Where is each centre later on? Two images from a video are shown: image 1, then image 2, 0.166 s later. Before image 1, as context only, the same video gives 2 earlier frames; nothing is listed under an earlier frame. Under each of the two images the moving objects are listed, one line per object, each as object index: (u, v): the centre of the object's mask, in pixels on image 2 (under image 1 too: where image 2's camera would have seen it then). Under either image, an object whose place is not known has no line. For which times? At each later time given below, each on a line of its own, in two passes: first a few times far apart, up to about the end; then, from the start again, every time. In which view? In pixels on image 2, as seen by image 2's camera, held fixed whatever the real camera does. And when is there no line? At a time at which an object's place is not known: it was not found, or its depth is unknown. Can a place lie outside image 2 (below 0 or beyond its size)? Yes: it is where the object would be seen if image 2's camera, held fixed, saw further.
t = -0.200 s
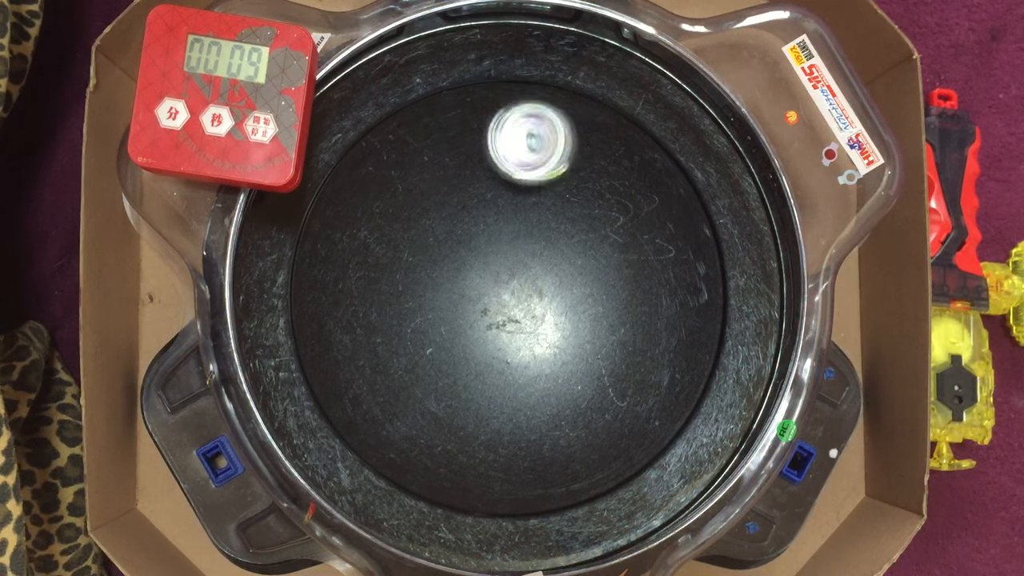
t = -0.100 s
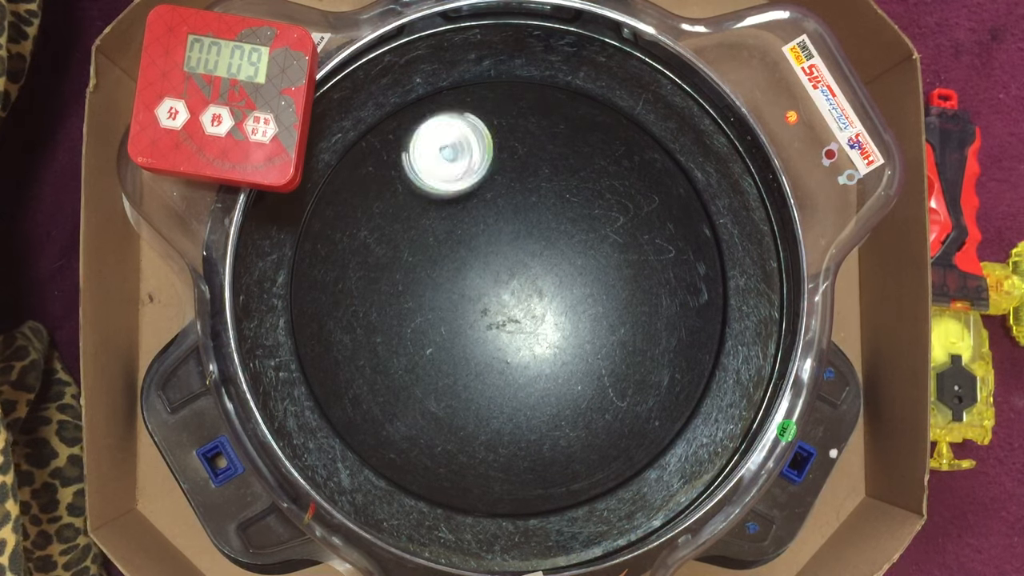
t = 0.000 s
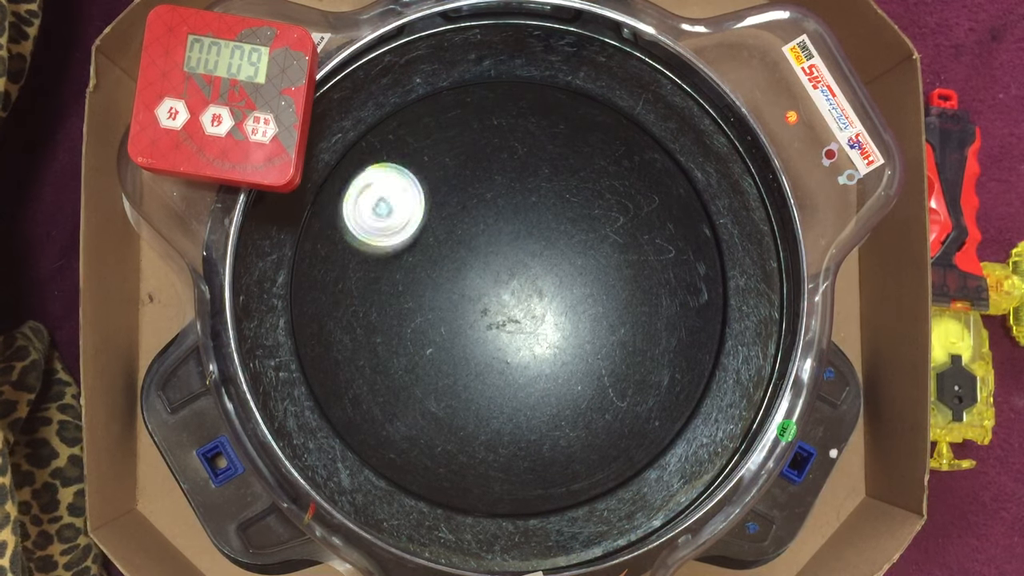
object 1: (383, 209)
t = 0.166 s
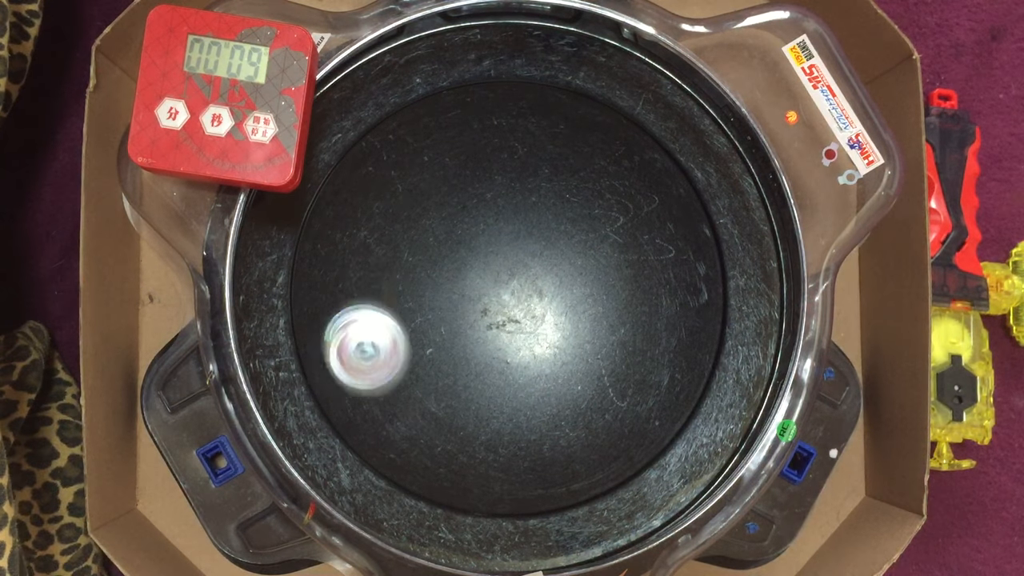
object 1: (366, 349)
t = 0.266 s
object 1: (418, 418)
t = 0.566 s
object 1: (639, 379)
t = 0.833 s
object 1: (609, 184)
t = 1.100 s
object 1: (409, 184)
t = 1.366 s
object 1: (389, 388)
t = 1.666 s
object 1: (612, 406)
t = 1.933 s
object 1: (631, 216)
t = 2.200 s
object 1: (449, 164)
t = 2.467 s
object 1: (374, 345)
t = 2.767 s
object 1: (573, 426)
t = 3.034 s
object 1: (646, 259)
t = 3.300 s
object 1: (496, 157)
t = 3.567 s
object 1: (371, 293)
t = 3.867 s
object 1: (522, 435)
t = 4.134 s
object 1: (644, 307)
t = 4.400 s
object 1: (541, 166)
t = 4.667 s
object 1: (385, 249)
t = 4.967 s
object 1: (478, 423)
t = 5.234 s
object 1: (631, 346)
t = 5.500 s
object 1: (578, 187)
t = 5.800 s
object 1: (400, 231)
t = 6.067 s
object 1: (437, 399)
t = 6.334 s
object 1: (603, 382)
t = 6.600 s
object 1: (609, 223)
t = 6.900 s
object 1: (435, 199)
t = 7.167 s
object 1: (405, 358)
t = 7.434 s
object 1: (560, 406)
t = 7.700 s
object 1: (626, 268)
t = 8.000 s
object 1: (483, 180)
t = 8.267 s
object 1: (393, 306)
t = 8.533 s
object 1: (510, 413)
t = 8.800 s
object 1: (624, 317)
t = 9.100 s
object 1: (530, 185)
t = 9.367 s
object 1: (402, 260)
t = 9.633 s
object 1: (463, 397)
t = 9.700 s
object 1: (501, 408)
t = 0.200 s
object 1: (379, 375)
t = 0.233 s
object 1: (397, 399)
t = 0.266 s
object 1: (418, 418)
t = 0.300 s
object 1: (442, 434)
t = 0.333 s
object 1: (469, 444)
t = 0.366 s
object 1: (498, 450)
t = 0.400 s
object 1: (526, 450)
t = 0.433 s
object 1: (554, 445)
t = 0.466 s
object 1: (580, 435)
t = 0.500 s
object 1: (604, 419)
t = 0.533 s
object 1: (623, 401)
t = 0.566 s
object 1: (639, 379)
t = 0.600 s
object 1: (651, 354)
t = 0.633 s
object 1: (658, 328)
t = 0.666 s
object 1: (661, 302)
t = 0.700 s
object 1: (660, 276)
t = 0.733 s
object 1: (653, 249)
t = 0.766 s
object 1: (642, 225)
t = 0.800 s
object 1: (627, 203)
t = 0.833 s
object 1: (609, 184)
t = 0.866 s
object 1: (587, 168)
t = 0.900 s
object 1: (562, 156)
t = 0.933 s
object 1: (536, 149)
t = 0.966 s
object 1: (509, 146)
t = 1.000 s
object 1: (482, 149)
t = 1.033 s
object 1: (455, 156)
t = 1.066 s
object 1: (432, 168)
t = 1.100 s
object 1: (409, 184)
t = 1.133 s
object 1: (390, 204)
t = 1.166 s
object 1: (375, 229)
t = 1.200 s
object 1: (364, 255)
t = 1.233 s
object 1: (359, 282)
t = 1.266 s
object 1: (358, 310)
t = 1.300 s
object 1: (364, 337)
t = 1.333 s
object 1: (375, 363)
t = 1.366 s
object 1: (389, 388)
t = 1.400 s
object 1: (409, 409)
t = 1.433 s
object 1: (432, 426)
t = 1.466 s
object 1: (458, 438)
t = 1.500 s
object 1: (486, 445)
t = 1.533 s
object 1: (512, 447)
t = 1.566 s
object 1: (540, 444)
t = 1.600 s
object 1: (567, 436)
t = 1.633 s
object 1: (591, 423)
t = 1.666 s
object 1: (612, 406)
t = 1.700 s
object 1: (629, 386)
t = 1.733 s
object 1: (642, 364)
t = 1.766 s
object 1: (650, 340)
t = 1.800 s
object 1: (654, 315)
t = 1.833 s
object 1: (655, 289)
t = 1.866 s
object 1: (651, 263)
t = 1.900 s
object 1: (644, 239)
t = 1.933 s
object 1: (631, 216)
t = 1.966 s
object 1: (616, 197)
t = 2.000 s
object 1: (596, 180)
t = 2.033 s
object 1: (575, 166)
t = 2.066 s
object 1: (551, 156)
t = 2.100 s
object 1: (525, 151)
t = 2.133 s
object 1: (500, 151)
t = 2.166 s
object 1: (474, 155)
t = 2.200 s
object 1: (449, 164)
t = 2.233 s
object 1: (426, 177)
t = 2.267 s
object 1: (406, 194)
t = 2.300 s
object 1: (389, 215)
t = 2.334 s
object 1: (376, 239)
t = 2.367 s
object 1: (368, 265)
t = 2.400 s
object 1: (365, 290)
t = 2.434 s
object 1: (367, 317)
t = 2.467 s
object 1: (374, 345)
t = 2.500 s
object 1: (386, 370)
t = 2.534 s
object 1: (402, 392)
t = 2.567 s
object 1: (421, 409)
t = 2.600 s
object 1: (445, 424)
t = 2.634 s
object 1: (470, 434)
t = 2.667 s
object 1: (496, 439)
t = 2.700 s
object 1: (521, 439)
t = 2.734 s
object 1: (548, 435)
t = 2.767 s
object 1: (573, 426)
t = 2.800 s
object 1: (595, 413)
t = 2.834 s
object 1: (614, 396)
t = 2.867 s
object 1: (627, 377)
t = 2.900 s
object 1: (640, 355)
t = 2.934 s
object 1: (648, 332)
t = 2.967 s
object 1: (651, 308)
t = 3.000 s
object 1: (650, 283)
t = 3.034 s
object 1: (646, 259)
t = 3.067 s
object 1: (637, 237)
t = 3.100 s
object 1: (625, 215)
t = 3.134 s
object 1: (609, 197)
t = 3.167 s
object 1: (590, 182)
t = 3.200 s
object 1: (568, 169)
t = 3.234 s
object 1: (546, 161)
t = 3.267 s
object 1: (522, 157)
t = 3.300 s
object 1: (496, 157)
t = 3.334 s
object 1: (473, 162)
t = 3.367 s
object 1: (449, 171)
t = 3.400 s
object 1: (427, 184)
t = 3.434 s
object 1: (408, 201)
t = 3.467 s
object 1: (393, 221)
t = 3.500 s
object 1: (381, 244)
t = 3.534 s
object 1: (374, 268)
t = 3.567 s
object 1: (371, 293)
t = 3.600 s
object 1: (373, 319)
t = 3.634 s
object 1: (380, 345)
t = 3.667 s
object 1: (392, 367)
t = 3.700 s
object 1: (407, 387)
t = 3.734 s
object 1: (427, 406)
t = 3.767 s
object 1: (447, 419)
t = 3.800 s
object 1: (471, 428)
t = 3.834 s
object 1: (497, 434)
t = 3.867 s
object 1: (522, 435)
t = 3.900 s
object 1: (545, 430)
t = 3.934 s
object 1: (569, 422)
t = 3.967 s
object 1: (591, 409)
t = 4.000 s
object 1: (608, 393)
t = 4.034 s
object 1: (623, 374)
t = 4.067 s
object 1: (634, 353)
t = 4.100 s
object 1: (640, 331)
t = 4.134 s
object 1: (644, 307)
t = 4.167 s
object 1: (644, 283)
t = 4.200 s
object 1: (639, 260)
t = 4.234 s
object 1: (631, 238)
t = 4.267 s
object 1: (619, 218)
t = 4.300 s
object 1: (603, 200)
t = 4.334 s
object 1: (584, 186)
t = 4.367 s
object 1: (564, 174)
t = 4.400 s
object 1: (541, 166)
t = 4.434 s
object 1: (518, 163)
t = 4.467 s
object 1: (494, 164)
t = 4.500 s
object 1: (470, 168)
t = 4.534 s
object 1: (448, 178)
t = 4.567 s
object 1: (428, 191)
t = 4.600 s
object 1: (410, 207)
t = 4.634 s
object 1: (395, 227)
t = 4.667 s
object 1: (385, 249)
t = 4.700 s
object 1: (378, 272)
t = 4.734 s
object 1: (376, 297)
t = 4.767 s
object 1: (379, 321)
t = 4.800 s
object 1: (387, 345)
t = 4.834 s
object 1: (399, 366)
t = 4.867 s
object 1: (414, 386)
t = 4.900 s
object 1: (433, 402)
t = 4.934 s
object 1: (454, 414)
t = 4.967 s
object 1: (478, 423)
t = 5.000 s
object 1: (501, 428)
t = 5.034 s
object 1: (525, 427)
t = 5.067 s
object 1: (549, 422)
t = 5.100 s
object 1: (570, 413)
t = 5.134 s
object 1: (589, 401)
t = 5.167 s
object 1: (607, 385)
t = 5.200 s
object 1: (621, 366)
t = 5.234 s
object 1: (631, 346)
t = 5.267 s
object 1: (637, 323)
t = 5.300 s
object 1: (640, 301)
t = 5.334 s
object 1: (639, 278)
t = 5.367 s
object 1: (634, 256)
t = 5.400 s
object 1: (624, 235)
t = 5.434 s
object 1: (613, 216)
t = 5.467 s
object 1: (597, 200)
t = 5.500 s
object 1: (578, 187)
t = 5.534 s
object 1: (558, 176)
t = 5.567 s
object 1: (537, 169)
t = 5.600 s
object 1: (514, 166)
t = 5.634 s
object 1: (492, 168)
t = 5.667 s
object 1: (470, 173)
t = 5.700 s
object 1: (449, 183)
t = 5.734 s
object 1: (430, 196)
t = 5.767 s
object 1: (413, 212)
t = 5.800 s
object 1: (400, 231)
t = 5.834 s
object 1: (390, 252)
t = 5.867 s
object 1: (384, 275)
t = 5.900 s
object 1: (383, 299)
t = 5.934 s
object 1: (386, 322)
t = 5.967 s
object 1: (393, 344)
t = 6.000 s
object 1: (405, 364)
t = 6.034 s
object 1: (419, 383)
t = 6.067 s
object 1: (437, 399)
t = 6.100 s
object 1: (457, 411)
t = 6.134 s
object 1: (479, 418)
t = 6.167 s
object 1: (502, 422)
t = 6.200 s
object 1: (525, 422)
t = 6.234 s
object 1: (547, 418)
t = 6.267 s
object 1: (568, 409)
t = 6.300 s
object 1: (587, 398)
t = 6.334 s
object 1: (603, 382)
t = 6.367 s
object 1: (617, 364)
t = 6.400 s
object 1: (627, 345)
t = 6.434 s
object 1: (632, 324)
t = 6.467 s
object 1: (635, 302)
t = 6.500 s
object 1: (634, 282)
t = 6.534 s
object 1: (629, 261)
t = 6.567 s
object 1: (621, 240)
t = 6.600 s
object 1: (609, 223)
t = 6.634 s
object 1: (595, 206)
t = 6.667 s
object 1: (578, 194)
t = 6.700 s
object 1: (558, 183)
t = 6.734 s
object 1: (537, 176)
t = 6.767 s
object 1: (517, 173)
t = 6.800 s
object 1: (494, 174)
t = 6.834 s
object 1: (473, 178)
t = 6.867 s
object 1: (454, 187)
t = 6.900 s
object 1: (435, 199)
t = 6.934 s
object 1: (419, 213)
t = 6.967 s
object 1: (405, 231)
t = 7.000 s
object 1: (395, 251)
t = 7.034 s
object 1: (388, 272)
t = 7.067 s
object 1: (386, 295)
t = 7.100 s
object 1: (388, 316)
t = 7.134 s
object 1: (395, 337)
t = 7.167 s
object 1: (405, 358)
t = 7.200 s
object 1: (418, 375)
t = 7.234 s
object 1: (434, 390)
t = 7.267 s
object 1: (453, 403)
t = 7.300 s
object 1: (473, 411)
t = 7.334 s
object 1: (495, 416)
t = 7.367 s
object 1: (517, 417)
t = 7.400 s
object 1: (539, 414)
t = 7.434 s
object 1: (560, 406)
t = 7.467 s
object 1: (579, 396)
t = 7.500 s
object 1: (594, 383)
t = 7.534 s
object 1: (608, 367)
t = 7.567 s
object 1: (619, 350)
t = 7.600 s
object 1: (626, 330)
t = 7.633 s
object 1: (630, 309)
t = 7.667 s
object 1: (629, 288)
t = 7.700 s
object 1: (626, 268)
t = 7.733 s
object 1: (620, 249)
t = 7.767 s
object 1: (610, 231)
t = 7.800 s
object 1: (598, 214)
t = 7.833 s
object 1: (582, 201)
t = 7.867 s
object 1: (564, 190)
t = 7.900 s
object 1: (546, 182)
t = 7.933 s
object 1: (525, 178)
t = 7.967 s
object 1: (505, 176)
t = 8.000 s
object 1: (483, 180)
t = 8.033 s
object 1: (464, 187)
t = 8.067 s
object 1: (446, 197)
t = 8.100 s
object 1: (429, 210)
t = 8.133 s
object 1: (415, 225)
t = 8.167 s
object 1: (404, 244)
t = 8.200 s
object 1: (396, 263)
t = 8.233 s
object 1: (393, 285)
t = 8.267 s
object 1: (393, 306)
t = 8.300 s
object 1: (397, 327)
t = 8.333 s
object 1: (406, 348)
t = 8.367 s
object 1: (417, 365)
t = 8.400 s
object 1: (431, 381)
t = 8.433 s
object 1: (448, 395)
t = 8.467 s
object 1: (468, 404)
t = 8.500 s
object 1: (488, 410)
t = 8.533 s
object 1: (510, 413)
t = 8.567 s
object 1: (530, 411)
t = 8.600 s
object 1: (551, 406)
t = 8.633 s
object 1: (570, 397)
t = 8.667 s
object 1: (586, 386)
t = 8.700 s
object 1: (599, 372)
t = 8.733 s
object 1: (612, 354)
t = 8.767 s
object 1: (620, 336)
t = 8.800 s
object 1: (624, 317)
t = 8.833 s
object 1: (625, 297)
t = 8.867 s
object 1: (623, 277)
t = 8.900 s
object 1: (618, 258)
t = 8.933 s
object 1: (609, 241)
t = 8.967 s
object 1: (599, 224)
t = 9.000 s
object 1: (584, 210)
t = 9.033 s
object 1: (568, 199)
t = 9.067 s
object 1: (551, 190)
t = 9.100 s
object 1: (530, 185)
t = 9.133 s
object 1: (511, 183)
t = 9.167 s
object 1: (493, 184)
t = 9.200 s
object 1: (472, 189)
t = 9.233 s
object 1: (453, 198)
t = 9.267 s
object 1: (438, 209)
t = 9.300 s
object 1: (423, 224)
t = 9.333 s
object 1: (411, 240)
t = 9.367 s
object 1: (402, 260)
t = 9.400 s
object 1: (398, 279)
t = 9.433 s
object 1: (396, 298)
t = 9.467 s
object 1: (400, 320)
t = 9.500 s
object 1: (406, 339)
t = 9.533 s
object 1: (416, 357)
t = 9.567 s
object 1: (429, 373)
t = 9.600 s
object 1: (444, 386)
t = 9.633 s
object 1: (463, 397)
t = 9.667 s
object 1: (481, 403)
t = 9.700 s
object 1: (501, 408)
